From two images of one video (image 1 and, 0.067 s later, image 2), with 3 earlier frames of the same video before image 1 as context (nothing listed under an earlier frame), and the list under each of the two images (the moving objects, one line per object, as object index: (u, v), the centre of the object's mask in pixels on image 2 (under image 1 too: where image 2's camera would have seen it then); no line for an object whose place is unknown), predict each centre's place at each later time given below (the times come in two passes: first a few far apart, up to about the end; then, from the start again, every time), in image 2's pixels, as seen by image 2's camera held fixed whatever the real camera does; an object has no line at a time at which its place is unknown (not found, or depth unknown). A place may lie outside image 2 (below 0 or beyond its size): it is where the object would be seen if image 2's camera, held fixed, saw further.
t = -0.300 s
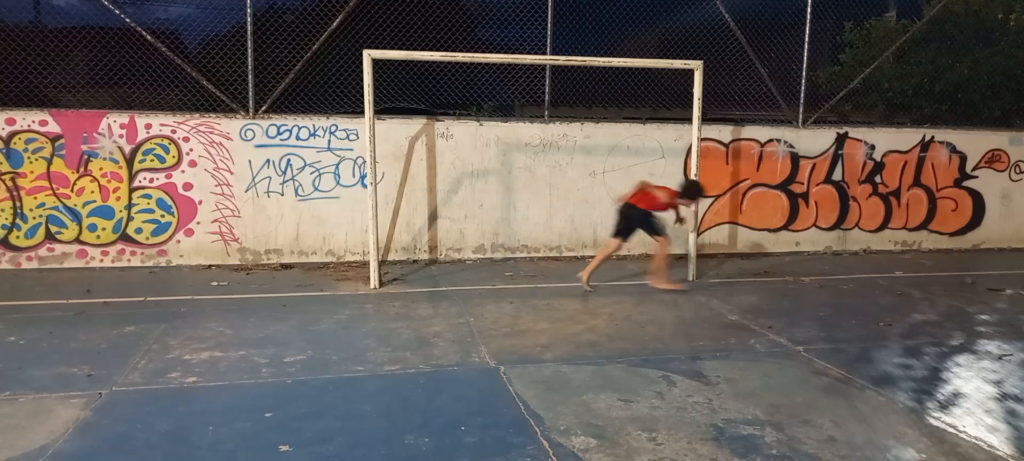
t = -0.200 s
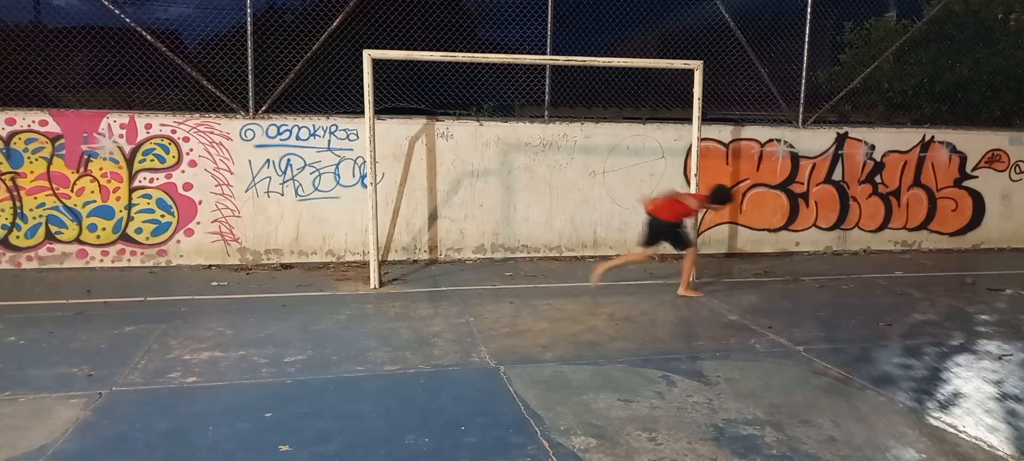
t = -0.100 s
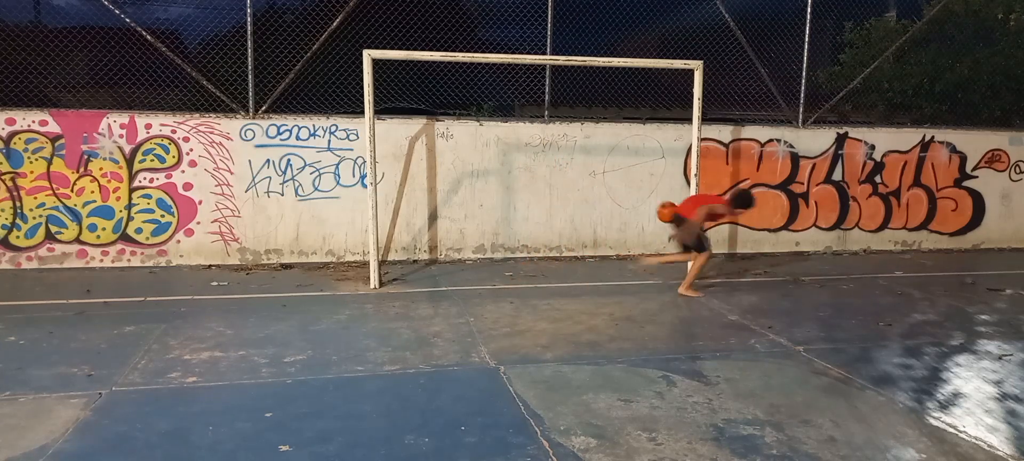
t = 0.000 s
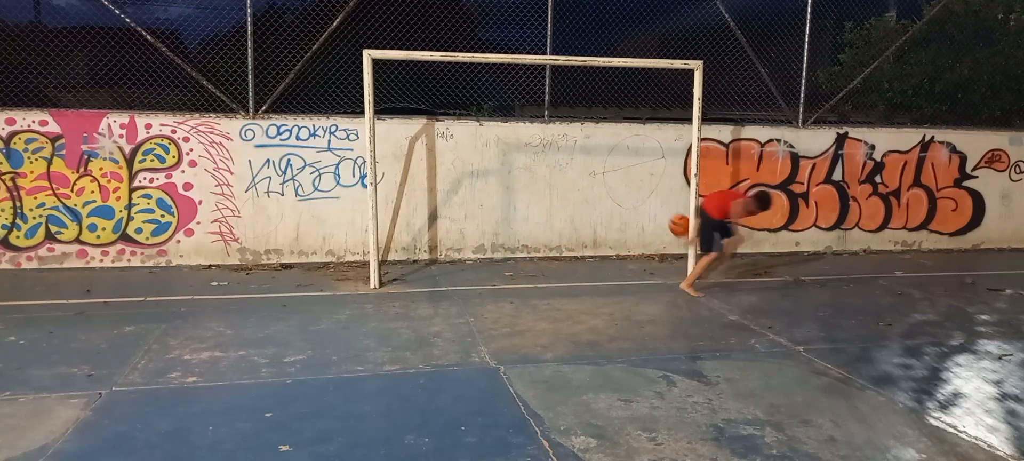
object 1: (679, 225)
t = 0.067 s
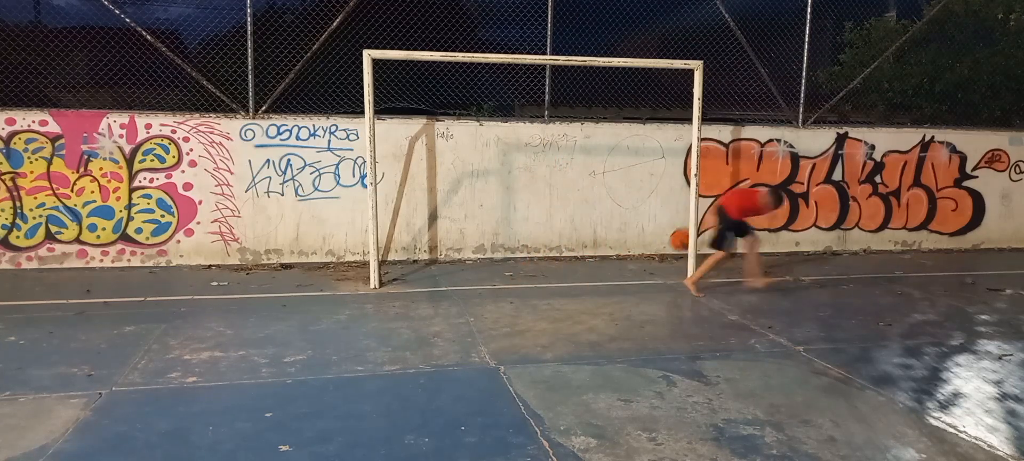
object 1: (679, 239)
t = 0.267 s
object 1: (655, 251)
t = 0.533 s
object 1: (627, 249)
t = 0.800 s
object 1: (605, 247)
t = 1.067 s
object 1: (602, 253)
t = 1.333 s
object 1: (600, 255)
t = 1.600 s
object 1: (596, 256)
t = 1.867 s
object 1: (594, 257)
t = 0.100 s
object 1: (676, 246)
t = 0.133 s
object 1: (670, 255)
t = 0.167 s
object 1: (666, 263)
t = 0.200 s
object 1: (662, 261)
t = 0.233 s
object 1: (658, 255)
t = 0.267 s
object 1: (655, 251)
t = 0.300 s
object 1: (652, 247)
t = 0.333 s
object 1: (648, 243)
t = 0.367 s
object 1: (644, 242)
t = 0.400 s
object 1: (641, 241)
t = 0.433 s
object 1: (638, 242)
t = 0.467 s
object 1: (634, 243)
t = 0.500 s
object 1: (630, 245)
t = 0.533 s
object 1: (627, 249)
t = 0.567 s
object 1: (624, 253)
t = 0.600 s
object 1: (621, 255)
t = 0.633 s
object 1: (618, 251)
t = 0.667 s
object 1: (616, 249)
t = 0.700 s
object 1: (613, 248)
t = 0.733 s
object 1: (610, 247)
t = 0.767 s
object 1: (607, 247)
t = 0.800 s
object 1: (605, 247)
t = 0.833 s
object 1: (604, 248)
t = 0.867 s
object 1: (604, 250)
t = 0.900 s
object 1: (603, 252)
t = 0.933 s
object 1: (603, 252)
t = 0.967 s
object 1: (603, 252)
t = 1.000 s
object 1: (603, 252)
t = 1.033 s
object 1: (602, 253)
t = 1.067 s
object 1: (602, 253)
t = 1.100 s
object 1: (602, 253)
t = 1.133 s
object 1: (601, 253)
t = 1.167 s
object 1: (601, 254)
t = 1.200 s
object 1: (600, 254)
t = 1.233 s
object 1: (600, 254)
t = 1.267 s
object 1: (600, 254)
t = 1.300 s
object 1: (600, 255)
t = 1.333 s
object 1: (600, 255)
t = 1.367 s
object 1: (599, 255)
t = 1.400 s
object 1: (599, 255)
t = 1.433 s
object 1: (598, 255)
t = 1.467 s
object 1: (598, 256)
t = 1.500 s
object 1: (598, 256)
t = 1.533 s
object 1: (597, 256)
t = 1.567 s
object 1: (597, 256)
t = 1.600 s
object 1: (596, 256)
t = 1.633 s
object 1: (596, 256)
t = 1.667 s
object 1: (595, 256)
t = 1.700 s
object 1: (595, 256)
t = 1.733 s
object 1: (594, 256)
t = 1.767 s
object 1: (594, 257)
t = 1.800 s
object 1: (594, 257)
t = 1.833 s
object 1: (594, 257)
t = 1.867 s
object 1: (594, 257)
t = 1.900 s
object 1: (594, 257)
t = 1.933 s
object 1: (593, 257)
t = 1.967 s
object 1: (593, 258)
